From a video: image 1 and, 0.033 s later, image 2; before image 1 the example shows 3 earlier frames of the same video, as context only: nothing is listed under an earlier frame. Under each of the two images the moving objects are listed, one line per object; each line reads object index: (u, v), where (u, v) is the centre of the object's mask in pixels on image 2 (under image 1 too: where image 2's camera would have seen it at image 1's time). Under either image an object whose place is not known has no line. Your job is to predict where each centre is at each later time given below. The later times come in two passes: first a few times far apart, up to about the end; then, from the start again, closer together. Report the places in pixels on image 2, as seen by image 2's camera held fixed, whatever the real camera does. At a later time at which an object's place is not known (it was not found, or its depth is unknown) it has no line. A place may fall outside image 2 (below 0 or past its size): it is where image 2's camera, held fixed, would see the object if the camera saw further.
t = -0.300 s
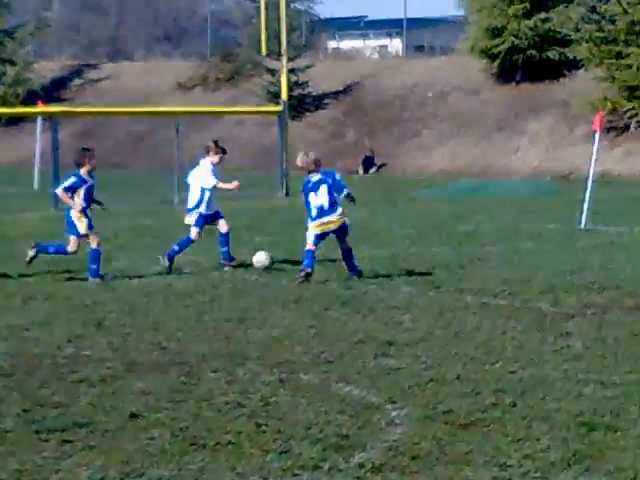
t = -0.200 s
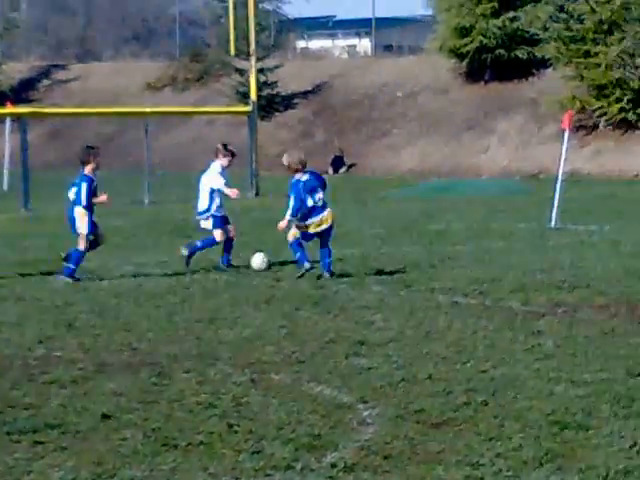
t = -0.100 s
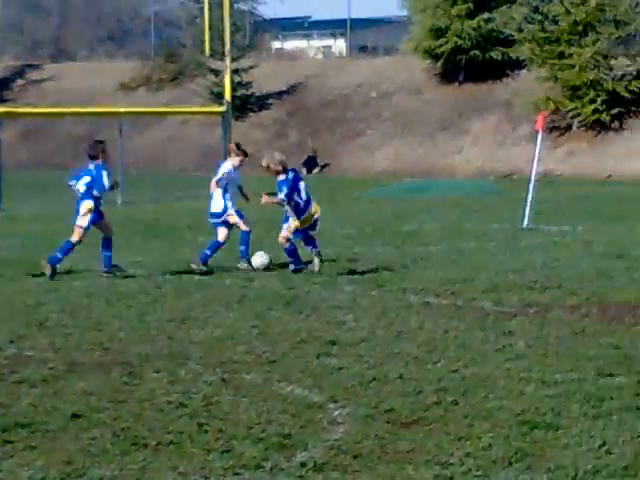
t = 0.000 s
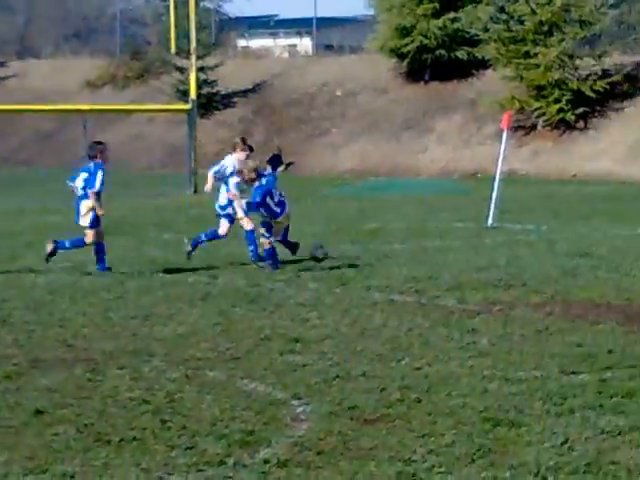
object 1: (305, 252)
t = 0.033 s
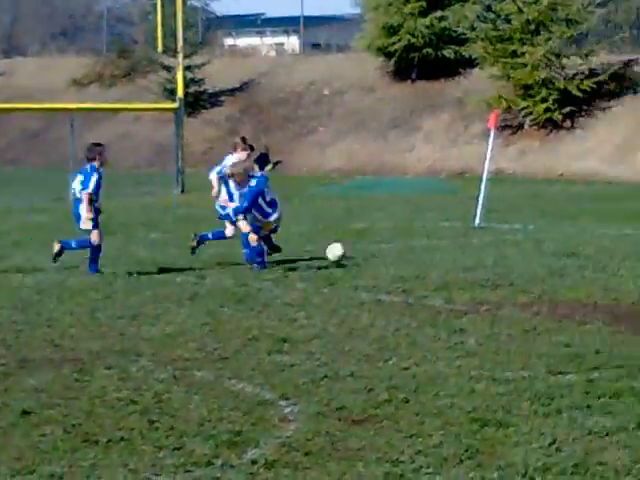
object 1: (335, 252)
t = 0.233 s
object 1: (494, 251)
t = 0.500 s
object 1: (643, 247)
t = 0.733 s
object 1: (743, 249)
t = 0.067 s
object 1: (365, 253)
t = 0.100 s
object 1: (396, 255)
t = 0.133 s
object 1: (425, 258)
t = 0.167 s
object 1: (456, 262)
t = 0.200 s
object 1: (475, 257)
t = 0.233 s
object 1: (494, 251)
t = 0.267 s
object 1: (513, 246)
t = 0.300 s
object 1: (531, 243)
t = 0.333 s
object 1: (549, 241)
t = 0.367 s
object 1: (568, 240)
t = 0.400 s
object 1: (587, 240)
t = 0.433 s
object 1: (606, 241)
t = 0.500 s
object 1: (643, 247)
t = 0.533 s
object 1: (662, 252)
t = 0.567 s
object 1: (681, 258)
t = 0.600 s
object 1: (699, 264)
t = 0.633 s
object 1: (712, 261)
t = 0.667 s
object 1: (723, 256)
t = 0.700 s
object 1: (733, 253)
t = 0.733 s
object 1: (743, 249)
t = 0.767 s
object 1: (754, 247)
